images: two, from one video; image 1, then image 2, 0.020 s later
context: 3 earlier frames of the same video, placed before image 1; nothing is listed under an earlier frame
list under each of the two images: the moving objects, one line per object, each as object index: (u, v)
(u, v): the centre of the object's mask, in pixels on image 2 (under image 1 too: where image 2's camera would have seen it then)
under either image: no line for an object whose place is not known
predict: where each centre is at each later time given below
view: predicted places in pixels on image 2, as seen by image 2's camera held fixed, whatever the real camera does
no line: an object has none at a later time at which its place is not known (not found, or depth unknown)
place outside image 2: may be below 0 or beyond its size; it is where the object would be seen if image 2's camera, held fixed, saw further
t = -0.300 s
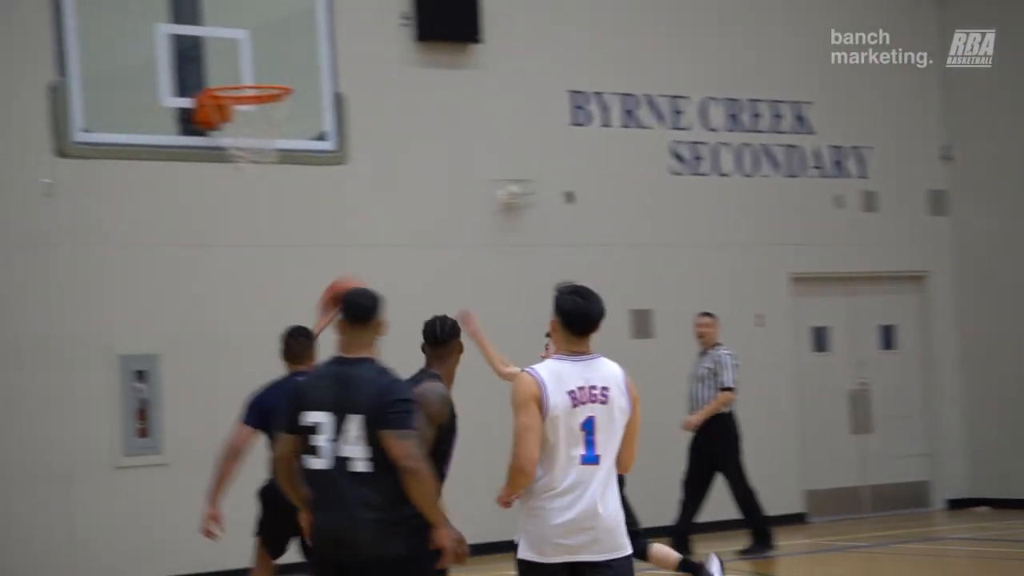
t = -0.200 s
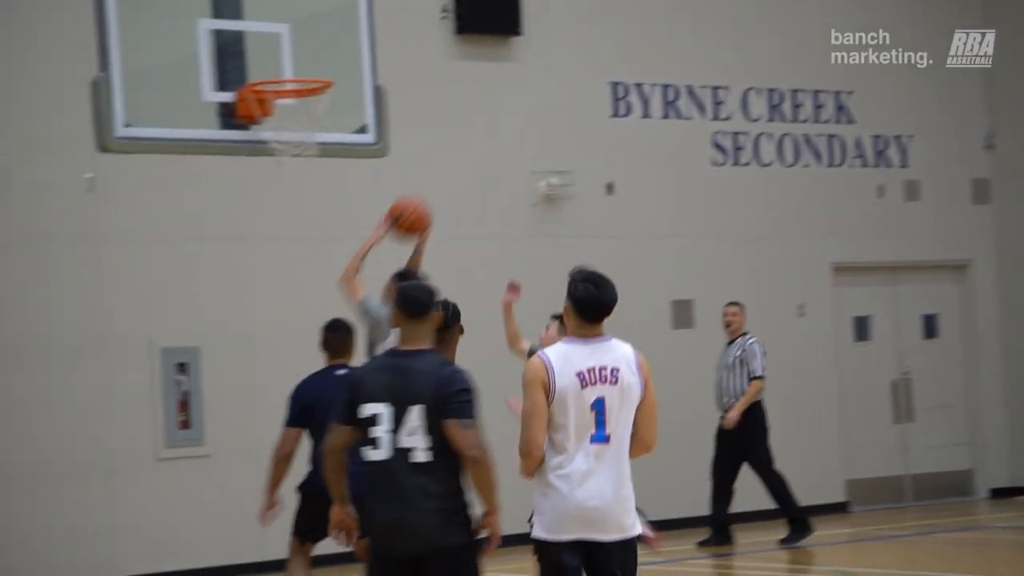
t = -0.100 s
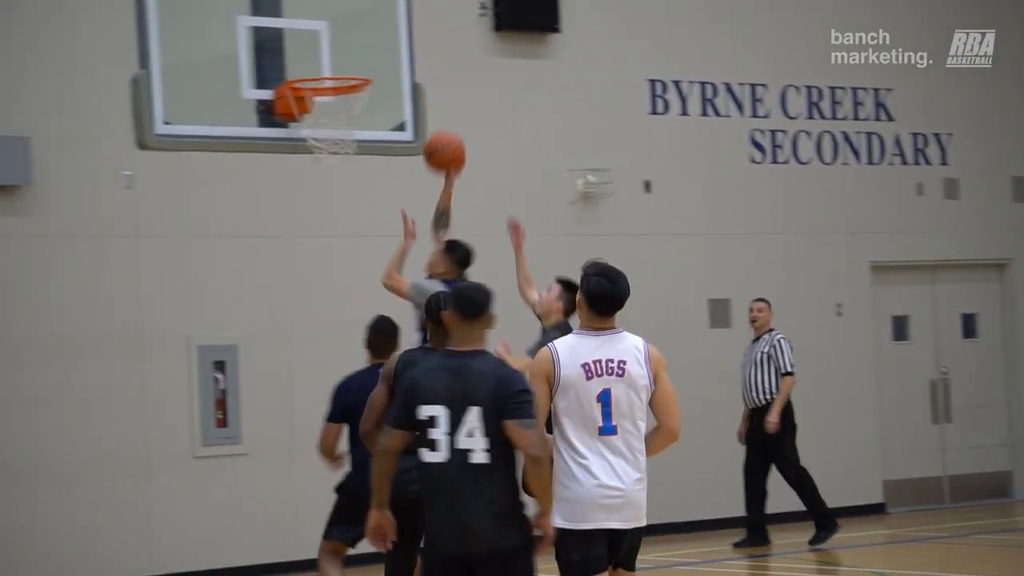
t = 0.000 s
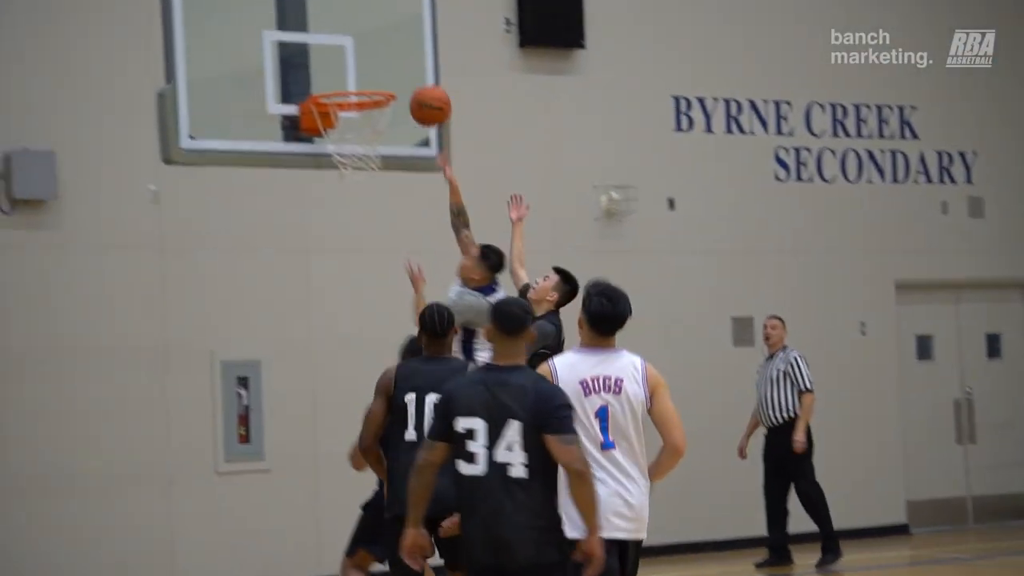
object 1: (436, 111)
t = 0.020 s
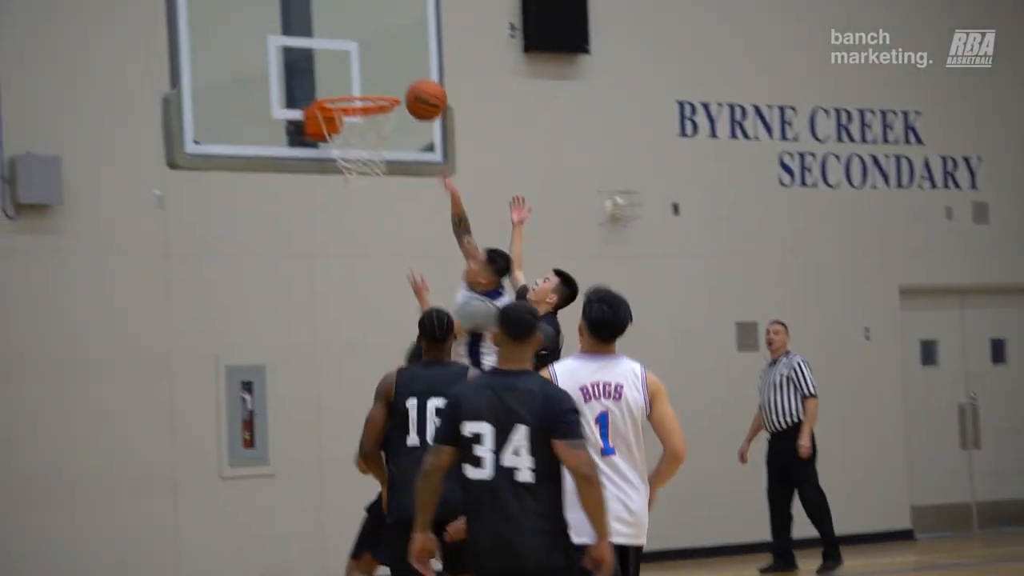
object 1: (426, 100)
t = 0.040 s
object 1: (417, 89)
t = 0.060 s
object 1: (409, 80)
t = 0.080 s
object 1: (400, 71)
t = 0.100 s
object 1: (391, 63)
